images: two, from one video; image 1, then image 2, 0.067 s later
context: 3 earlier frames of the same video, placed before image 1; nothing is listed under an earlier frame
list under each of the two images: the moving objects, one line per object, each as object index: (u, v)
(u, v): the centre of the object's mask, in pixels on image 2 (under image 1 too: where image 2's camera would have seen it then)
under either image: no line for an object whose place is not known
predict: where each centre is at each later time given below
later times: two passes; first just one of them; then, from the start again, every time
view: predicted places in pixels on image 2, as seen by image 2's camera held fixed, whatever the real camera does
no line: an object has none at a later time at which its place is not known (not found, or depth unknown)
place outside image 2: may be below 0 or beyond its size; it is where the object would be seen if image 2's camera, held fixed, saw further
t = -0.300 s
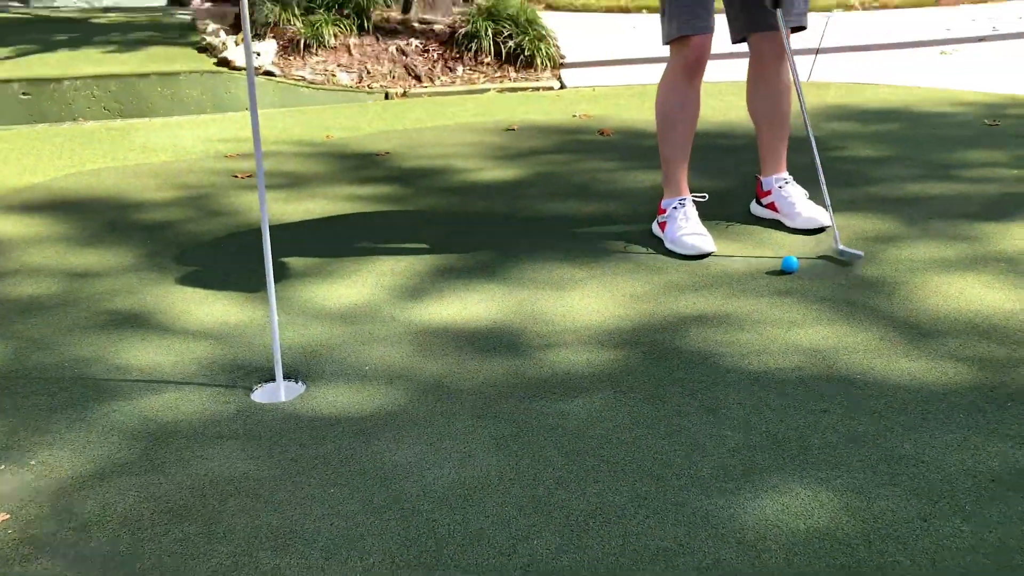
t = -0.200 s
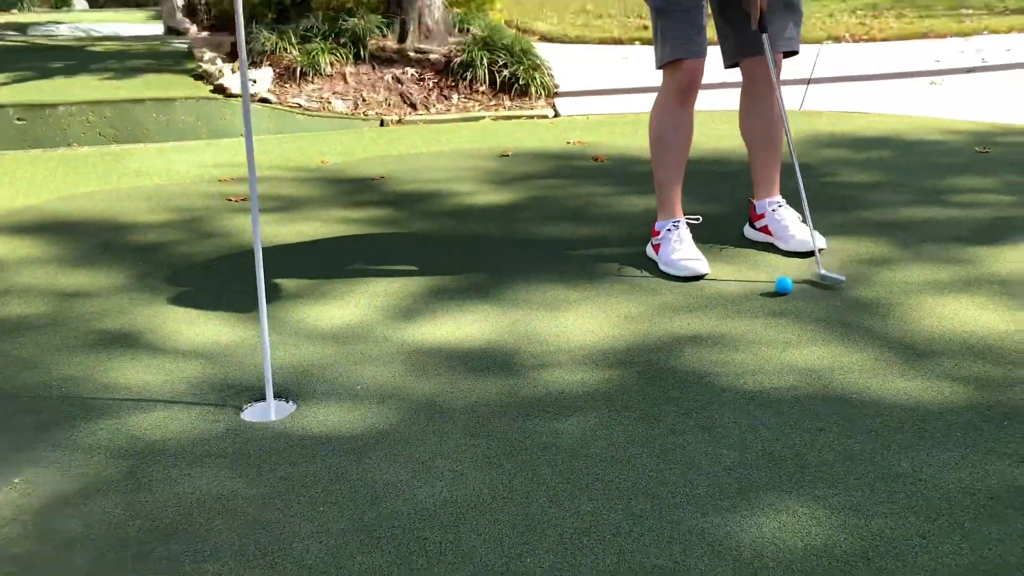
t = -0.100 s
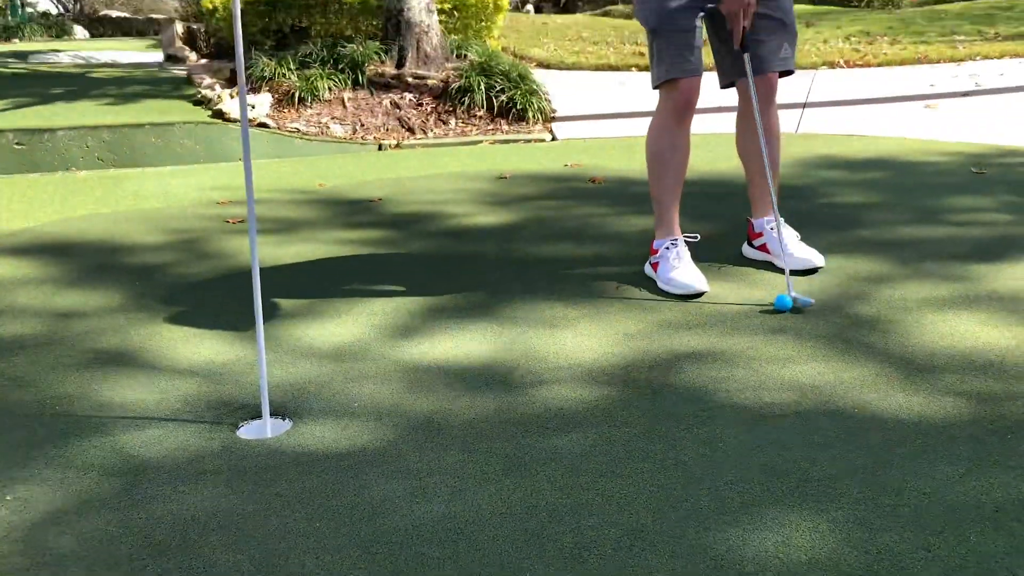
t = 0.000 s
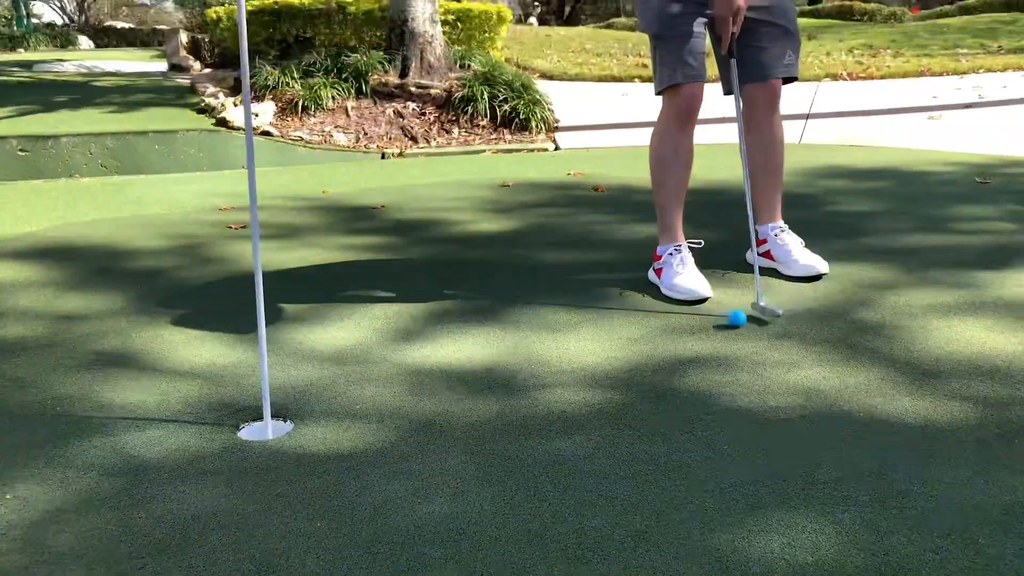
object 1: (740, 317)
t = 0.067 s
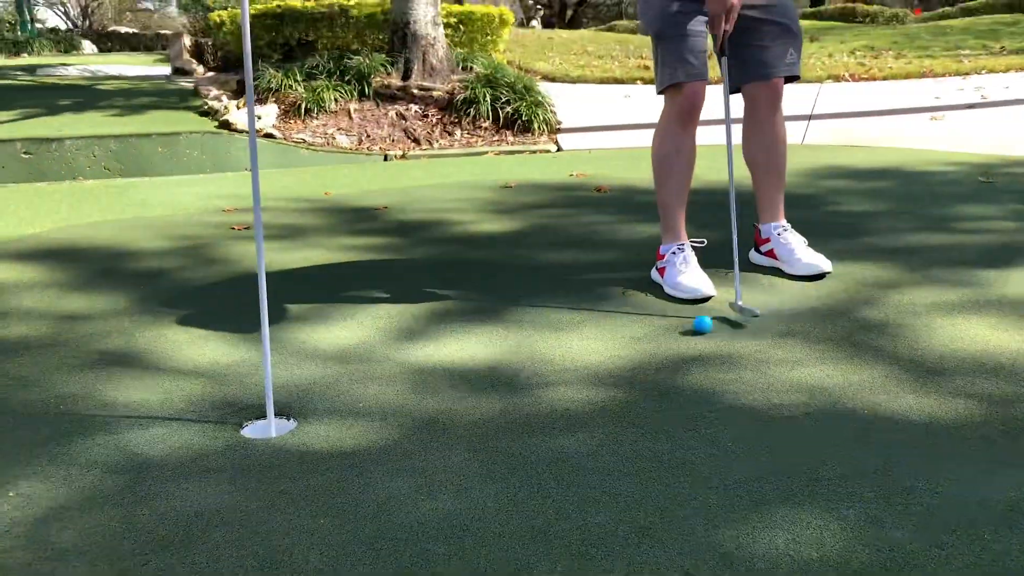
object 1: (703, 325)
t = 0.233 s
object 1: (620, 341)
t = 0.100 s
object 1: (684, 328)
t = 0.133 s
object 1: (668, 331)
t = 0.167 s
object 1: (651, 335)
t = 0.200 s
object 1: (636, 339)
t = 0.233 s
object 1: (620, 341)
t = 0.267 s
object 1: (604, 345)
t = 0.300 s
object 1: (587, 350)
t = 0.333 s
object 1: (571, 353)
